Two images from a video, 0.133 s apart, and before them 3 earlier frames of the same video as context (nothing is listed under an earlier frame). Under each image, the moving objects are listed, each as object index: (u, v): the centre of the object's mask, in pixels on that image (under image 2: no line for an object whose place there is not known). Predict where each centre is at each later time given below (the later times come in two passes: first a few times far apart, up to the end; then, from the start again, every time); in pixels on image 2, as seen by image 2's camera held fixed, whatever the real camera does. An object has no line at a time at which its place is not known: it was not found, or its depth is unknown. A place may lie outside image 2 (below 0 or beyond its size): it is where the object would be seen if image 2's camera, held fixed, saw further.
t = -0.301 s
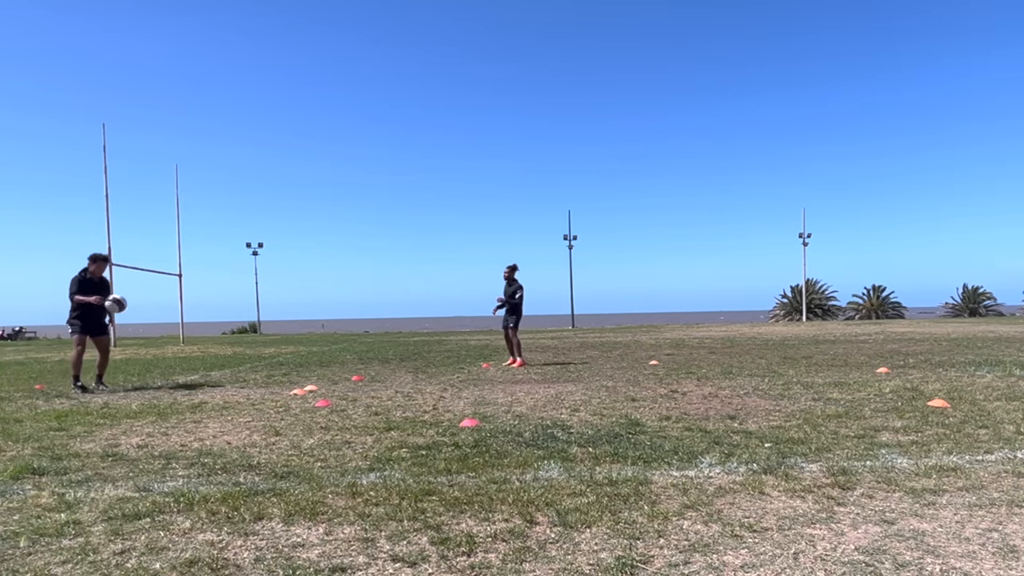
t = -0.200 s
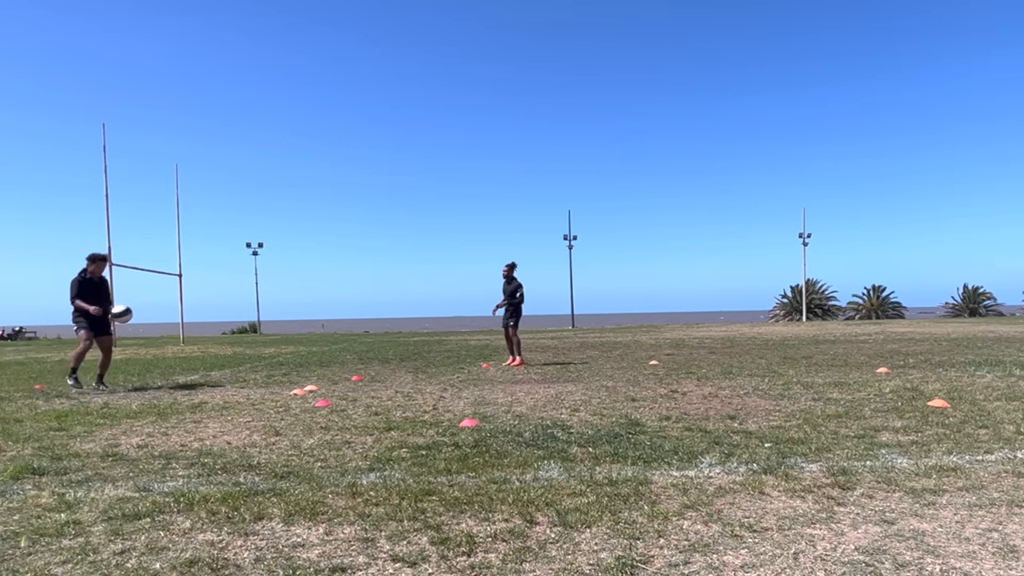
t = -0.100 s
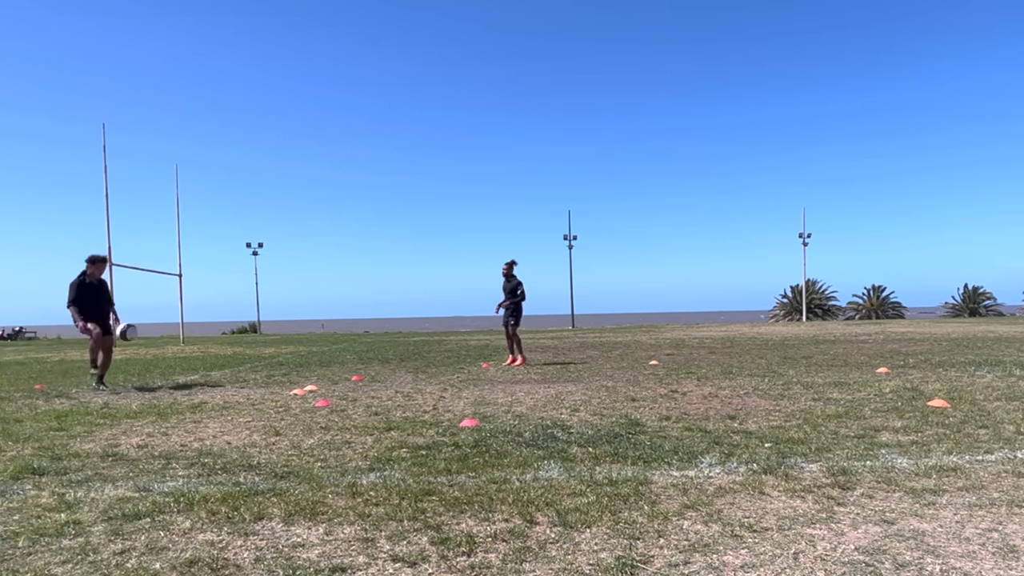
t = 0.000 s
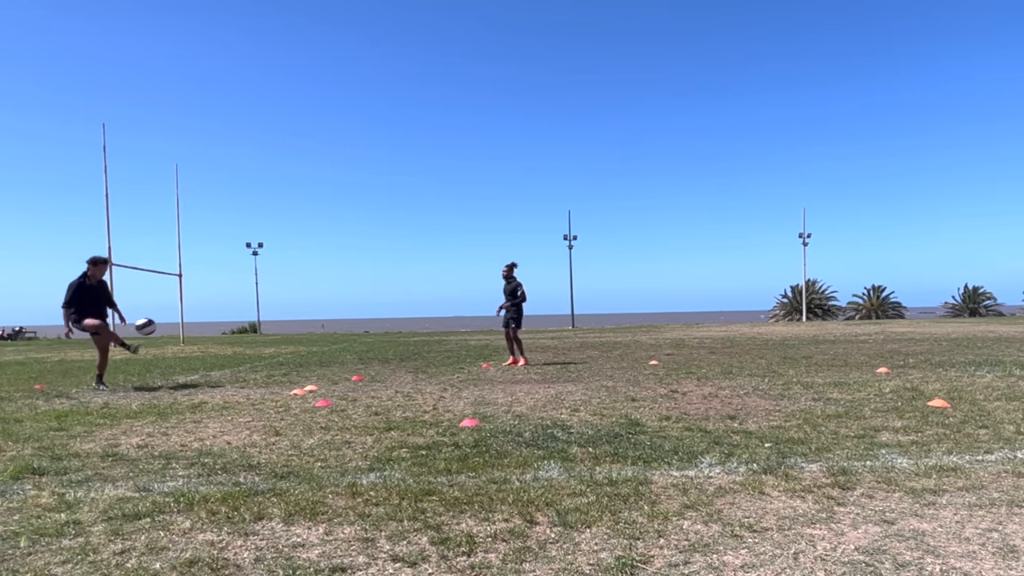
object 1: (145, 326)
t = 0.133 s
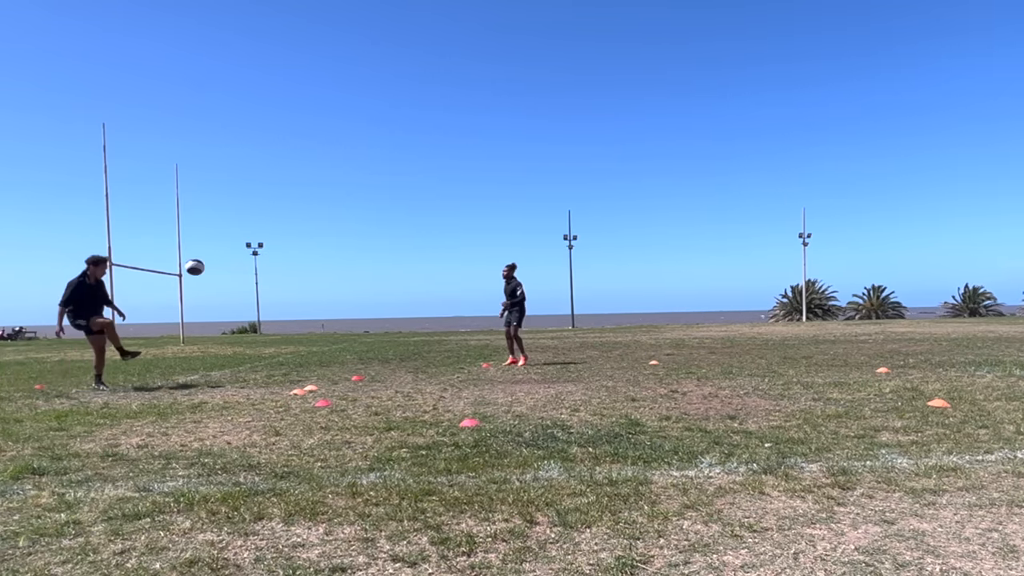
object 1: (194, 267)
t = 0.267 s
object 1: (238, 226)
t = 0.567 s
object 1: (323, 192)
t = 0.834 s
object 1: (386, 210)
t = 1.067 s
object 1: (434, 256)
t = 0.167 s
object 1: (206, 255)
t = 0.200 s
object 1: (217, 244)
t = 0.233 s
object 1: (228, 235)
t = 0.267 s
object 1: (238, 226)
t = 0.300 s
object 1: (249, 219)
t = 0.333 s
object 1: (259, 213)
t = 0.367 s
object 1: (269, 207)
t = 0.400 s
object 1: (278, 202)
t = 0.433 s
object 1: (288, 199)
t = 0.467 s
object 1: (297, 196)
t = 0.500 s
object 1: (306, 193)
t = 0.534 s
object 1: (315, 192)
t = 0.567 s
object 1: (323, 192)
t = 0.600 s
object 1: (332, 191)
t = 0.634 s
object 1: (340, 192)
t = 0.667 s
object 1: (348, 194)
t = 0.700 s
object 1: (356, 196)
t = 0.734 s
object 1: (364, 199)
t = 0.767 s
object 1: (371, 202)
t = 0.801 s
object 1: (379, 206)
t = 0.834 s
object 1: (386, 210)
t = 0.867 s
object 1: (393, 215)
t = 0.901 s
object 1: (400, 221)
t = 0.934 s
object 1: (407, 227)
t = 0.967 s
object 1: (414, 233)
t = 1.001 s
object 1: (421, 240)
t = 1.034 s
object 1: (427, 248)
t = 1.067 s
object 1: (434, 256)
